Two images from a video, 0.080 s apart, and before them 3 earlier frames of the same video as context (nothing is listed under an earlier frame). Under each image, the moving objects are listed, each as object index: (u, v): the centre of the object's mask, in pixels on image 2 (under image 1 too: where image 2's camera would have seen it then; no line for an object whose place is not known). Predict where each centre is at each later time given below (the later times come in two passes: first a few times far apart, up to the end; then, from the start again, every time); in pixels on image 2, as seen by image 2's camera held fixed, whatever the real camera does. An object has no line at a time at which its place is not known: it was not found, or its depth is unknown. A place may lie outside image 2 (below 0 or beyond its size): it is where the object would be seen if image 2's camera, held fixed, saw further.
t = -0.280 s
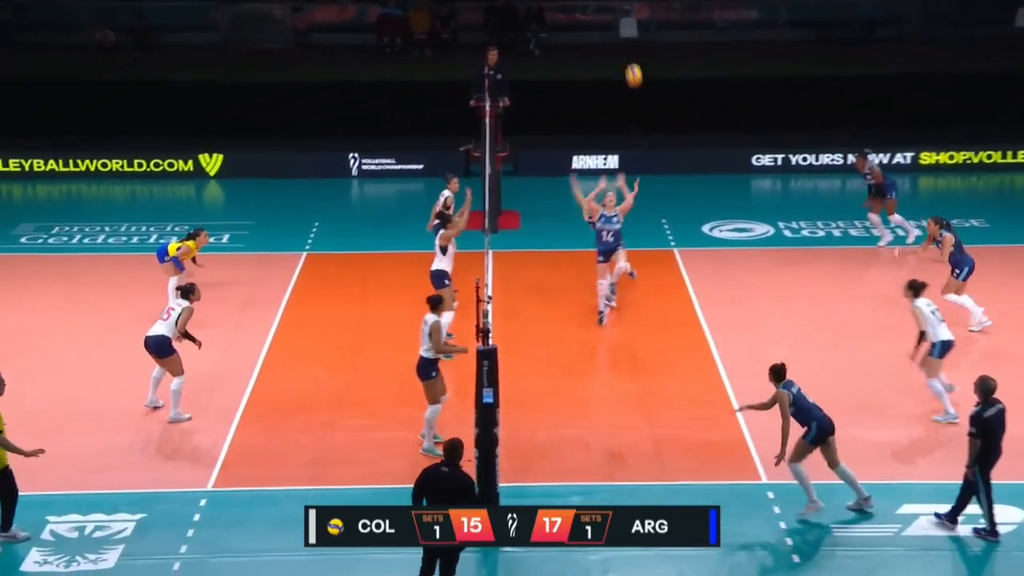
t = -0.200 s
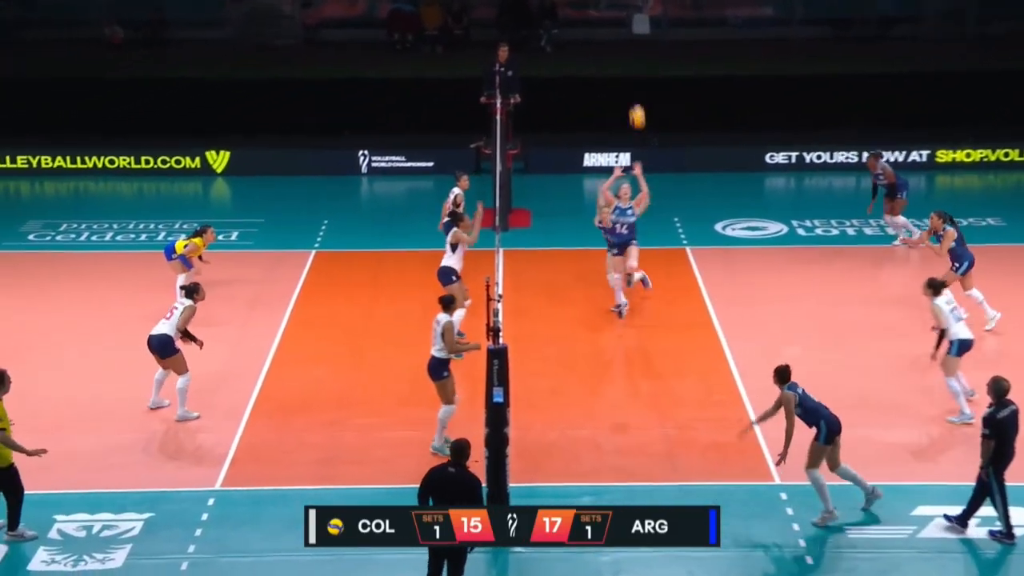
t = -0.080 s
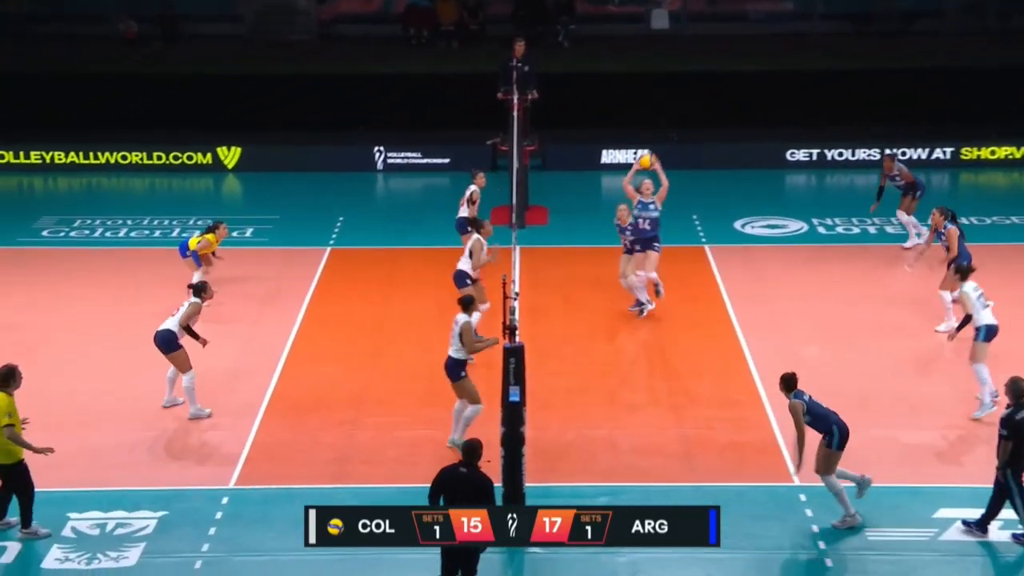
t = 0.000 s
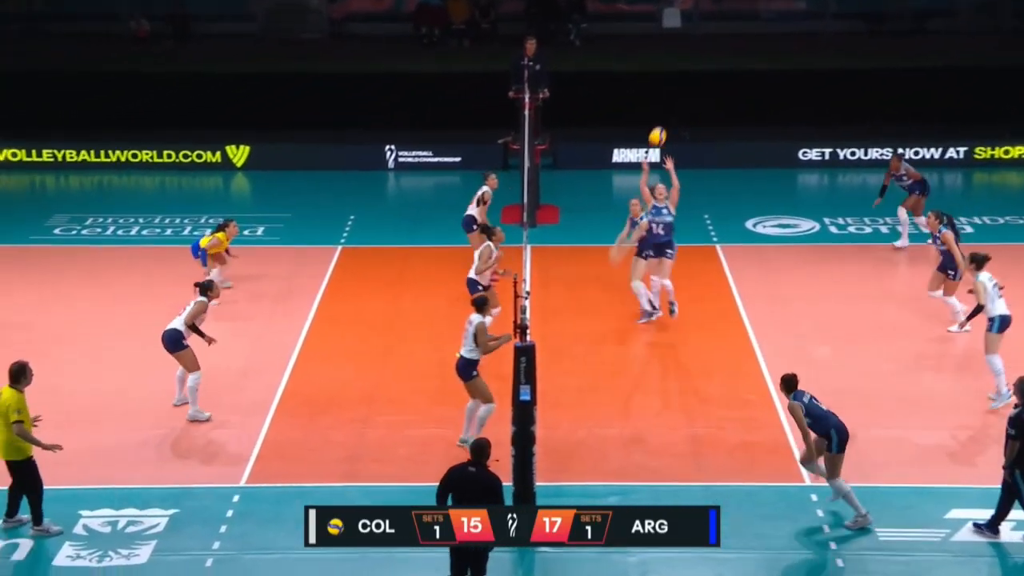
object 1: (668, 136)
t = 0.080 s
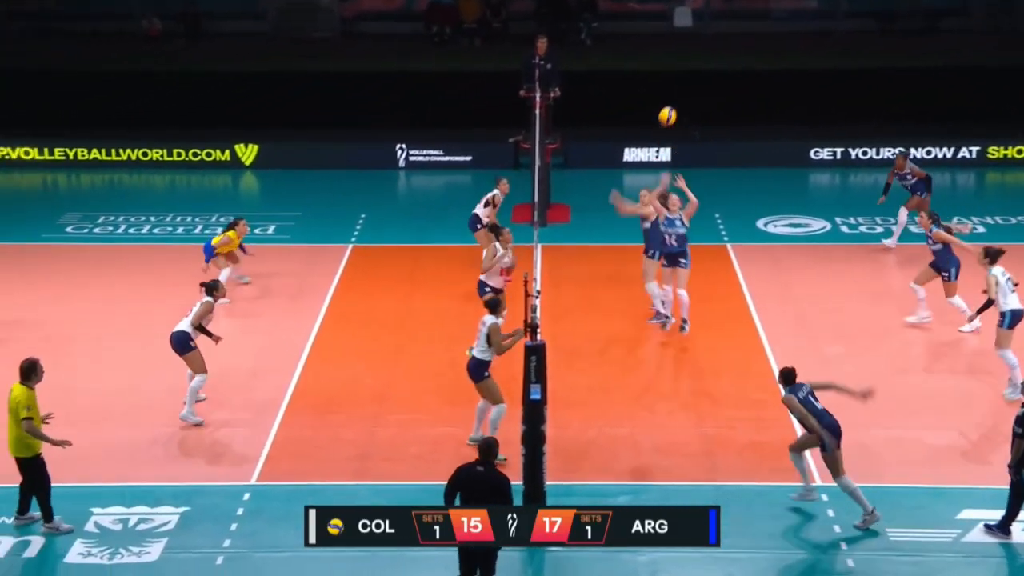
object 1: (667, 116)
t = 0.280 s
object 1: (665, 87)
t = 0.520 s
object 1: (660, 94)
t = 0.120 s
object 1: (667, 108)
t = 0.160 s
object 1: (667, 101)
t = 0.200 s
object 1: (666, 95)
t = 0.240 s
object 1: (666, 91)
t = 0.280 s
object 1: (665, 87)
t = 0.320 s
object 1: (664, 84)
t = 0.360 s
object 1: (664, 84)
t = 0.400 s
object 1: (663, 84)
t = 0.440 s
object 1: (662, 85)
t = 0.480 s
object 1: (661, 89)
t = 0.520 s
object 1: (660, 94)
